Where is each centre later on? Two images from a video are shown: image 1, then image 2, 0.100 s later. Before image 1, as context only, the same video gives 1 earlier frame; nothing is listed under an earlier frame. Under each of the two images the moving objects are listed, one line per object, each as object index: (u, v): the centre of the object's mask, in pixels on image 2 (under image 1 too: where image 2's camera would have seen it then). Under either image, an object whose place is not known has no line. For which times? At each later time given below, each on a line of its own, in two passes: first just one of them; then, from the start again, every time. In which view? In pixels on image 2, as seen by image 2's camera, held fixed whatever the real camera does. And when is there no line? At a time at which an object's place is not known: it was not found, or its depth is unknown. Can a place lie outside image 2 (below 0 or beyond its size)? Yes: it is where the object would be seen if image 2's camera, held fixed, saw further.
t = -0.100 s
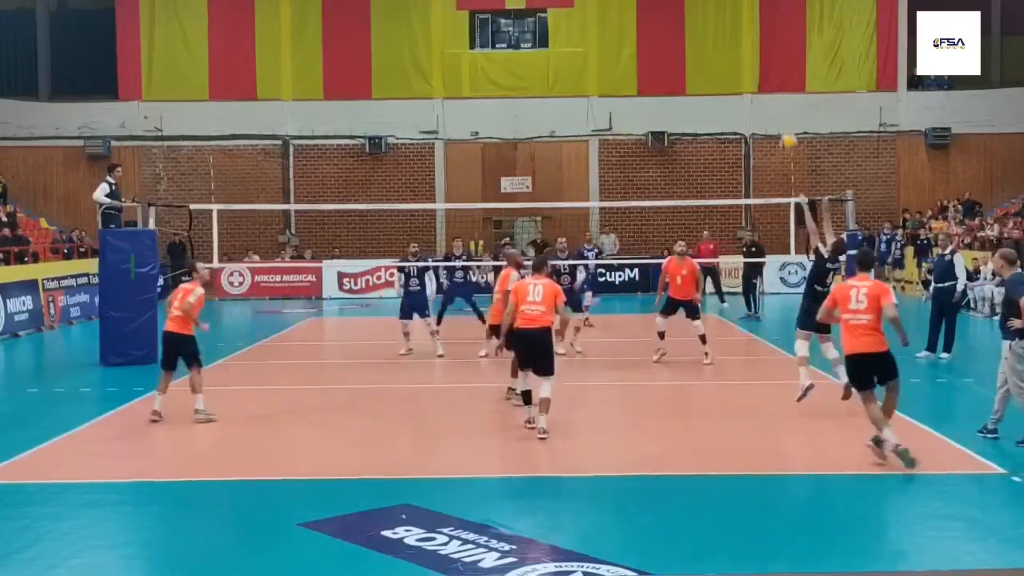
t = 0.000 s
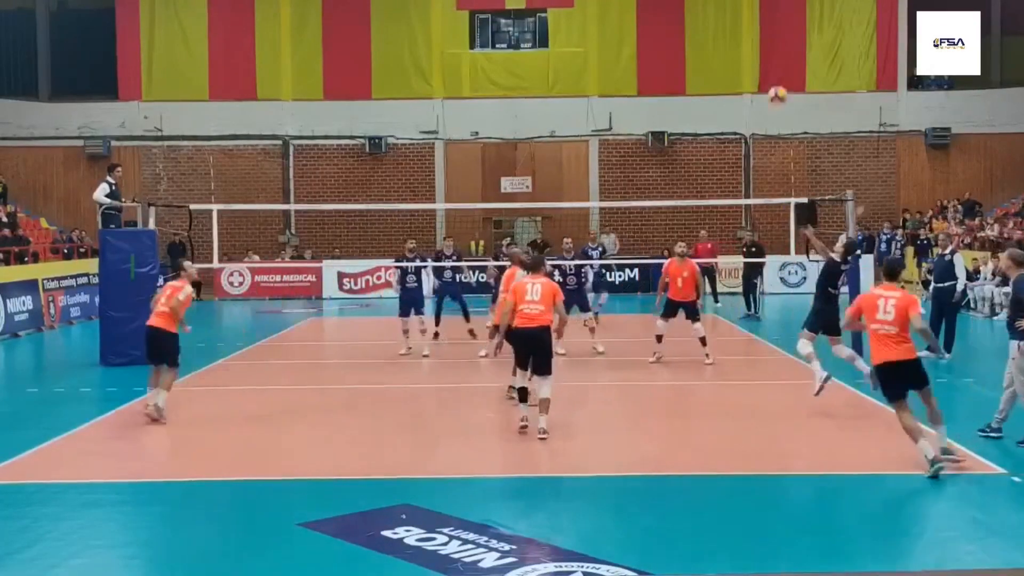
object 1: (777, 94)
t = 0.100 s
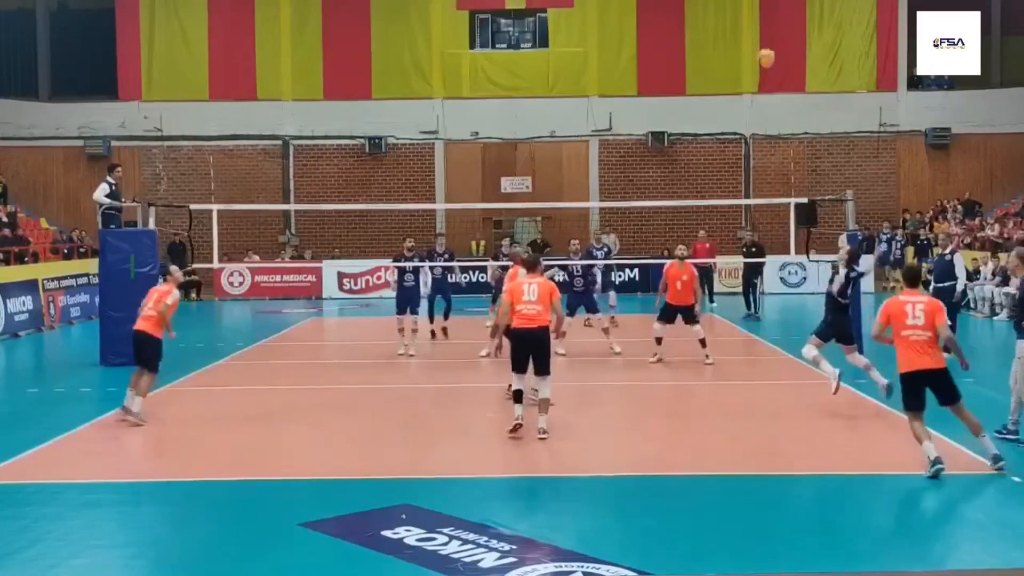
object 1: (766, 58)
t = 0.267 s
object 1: (748, 16)
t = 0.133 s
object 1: (764, 47)
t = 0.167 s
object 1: (760, 37)
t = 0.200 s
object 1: (756, 28)
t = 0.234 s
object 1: (751, 21)
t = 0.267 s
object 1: (748, 16)
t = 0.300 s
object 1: (745, 10)
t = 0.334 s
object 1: (741, 5)
